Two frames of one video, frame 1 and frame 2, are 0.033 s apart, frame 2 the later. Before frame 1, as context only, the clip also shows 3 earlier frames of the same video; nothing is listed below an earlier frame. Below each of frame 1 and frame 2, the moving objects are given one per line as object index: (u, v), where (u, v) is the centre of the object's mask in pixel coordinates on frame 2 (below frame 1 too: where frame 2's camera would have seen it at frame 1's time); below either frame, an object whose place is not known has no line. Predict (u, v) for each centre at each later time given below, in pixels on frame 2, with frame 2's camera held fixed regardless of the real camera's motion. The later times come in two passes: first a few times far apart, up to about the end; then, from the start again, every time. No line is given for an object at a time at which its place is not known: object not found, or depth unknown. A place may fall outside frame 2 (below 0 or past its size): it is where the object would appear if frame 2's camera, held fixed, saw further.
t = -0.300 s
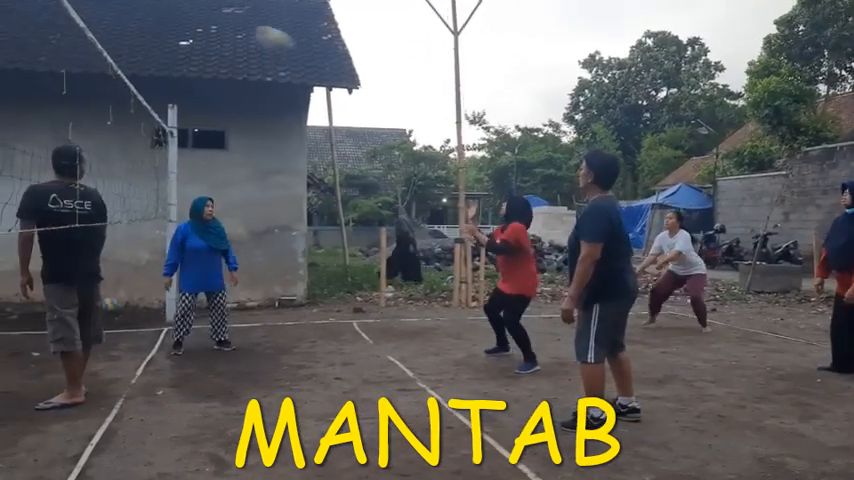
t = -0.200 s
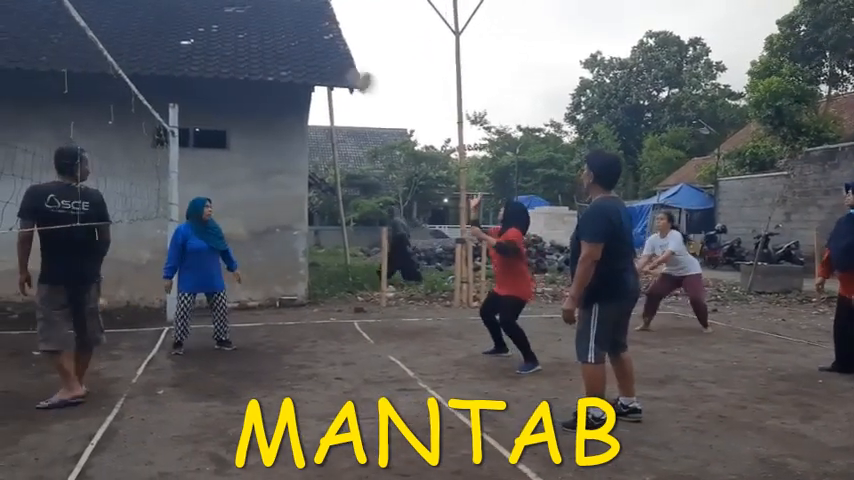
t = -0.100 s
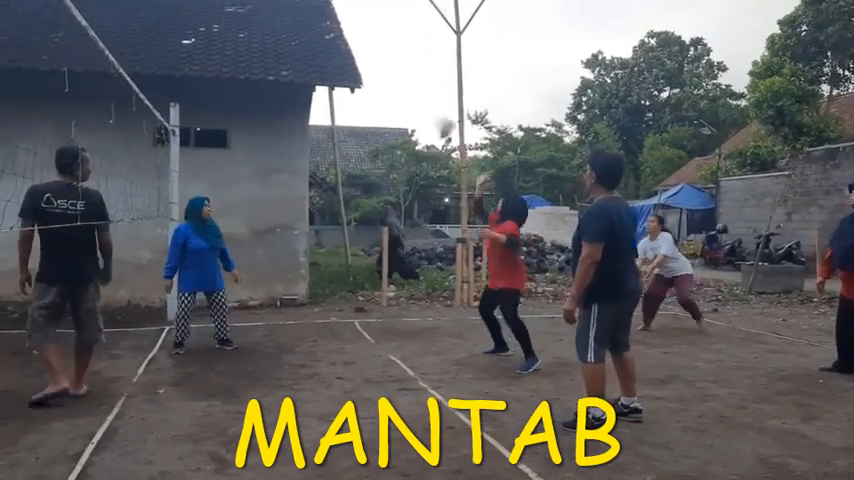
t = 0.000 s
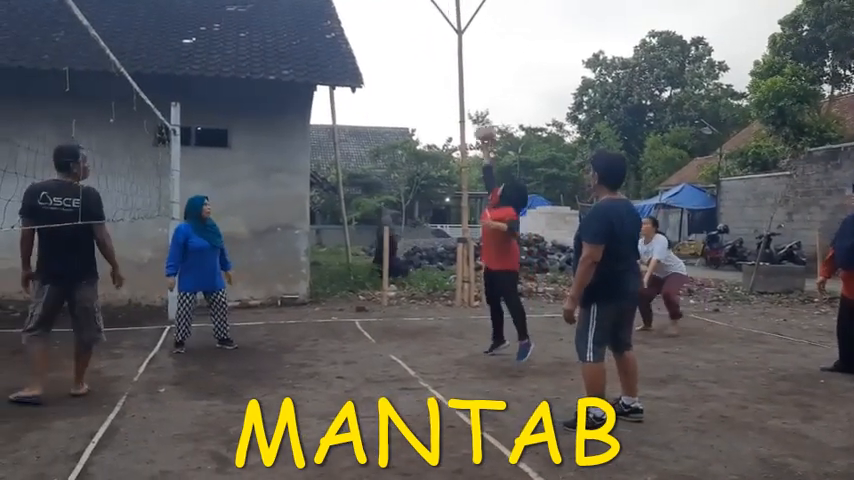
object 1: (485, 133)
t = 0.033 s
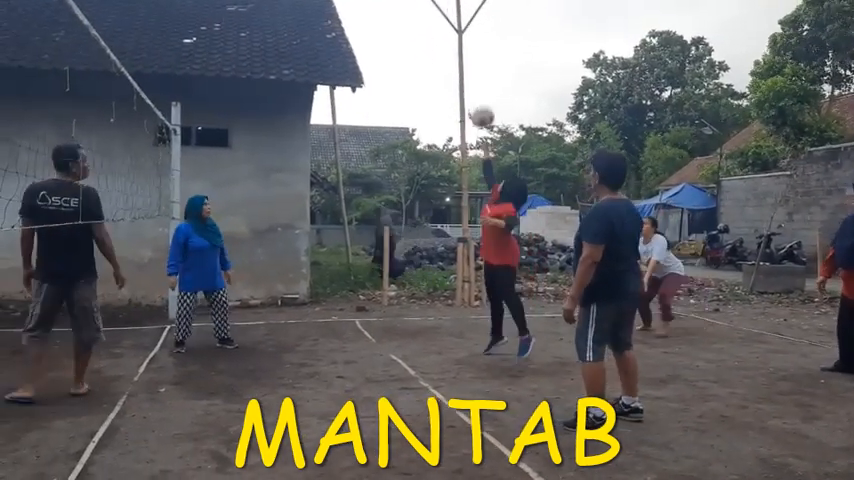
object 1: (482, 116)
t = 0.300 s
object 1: (466, 33)
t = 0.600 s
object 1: (449, 26)
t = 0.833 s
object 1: (438, 99)
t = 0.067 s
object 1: (480, 103)
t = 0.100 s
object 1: (478, 89)
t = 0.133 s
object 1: (476, 77)
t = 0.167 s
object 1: (474, 66)
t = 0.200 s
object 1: (473, 56)
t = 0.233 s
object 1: (471, 47)
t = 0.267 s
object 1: (468, 40)
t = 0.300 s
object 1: (466, 33)
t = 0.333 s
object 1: (464, 27)
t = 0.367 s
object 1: (462, 23)
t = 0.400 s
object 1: (460, 19)
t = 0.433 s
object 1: (459, 18)
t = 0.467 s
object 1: (457, 16)
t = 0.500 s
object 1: (455, 17)
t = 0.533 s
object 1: (453, 19)
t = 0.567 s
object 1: (451, 22)
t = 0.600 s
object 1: (449, 26)
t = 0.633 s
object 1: (447, 32)
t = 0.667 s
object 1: (446, 39)
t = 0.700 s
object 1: (445, 48)
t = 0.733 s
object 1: (443, 58)
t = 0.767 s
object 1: (442, 71)
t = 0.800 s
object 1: (440, 84)
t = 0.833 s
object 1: (438, 99)
